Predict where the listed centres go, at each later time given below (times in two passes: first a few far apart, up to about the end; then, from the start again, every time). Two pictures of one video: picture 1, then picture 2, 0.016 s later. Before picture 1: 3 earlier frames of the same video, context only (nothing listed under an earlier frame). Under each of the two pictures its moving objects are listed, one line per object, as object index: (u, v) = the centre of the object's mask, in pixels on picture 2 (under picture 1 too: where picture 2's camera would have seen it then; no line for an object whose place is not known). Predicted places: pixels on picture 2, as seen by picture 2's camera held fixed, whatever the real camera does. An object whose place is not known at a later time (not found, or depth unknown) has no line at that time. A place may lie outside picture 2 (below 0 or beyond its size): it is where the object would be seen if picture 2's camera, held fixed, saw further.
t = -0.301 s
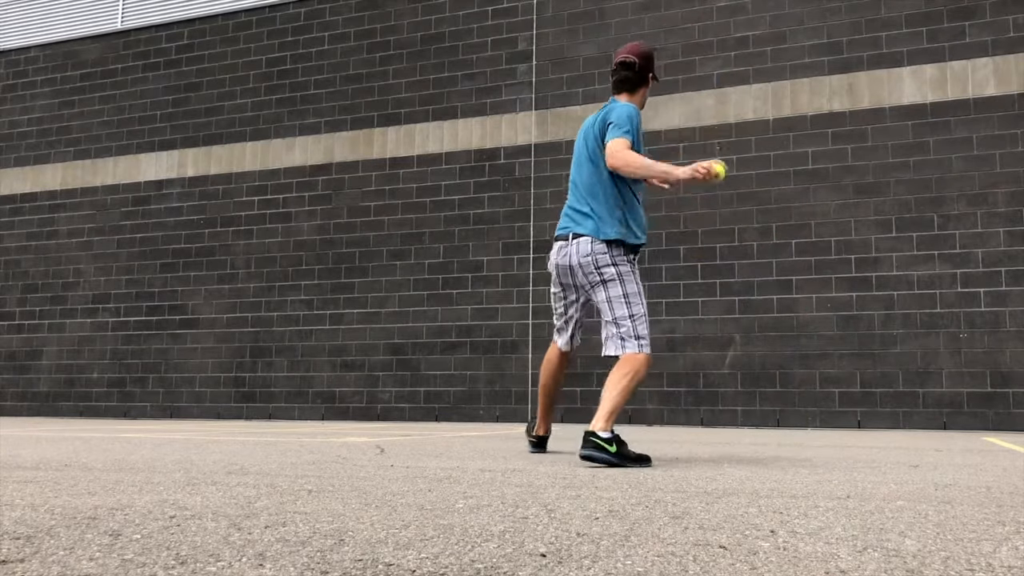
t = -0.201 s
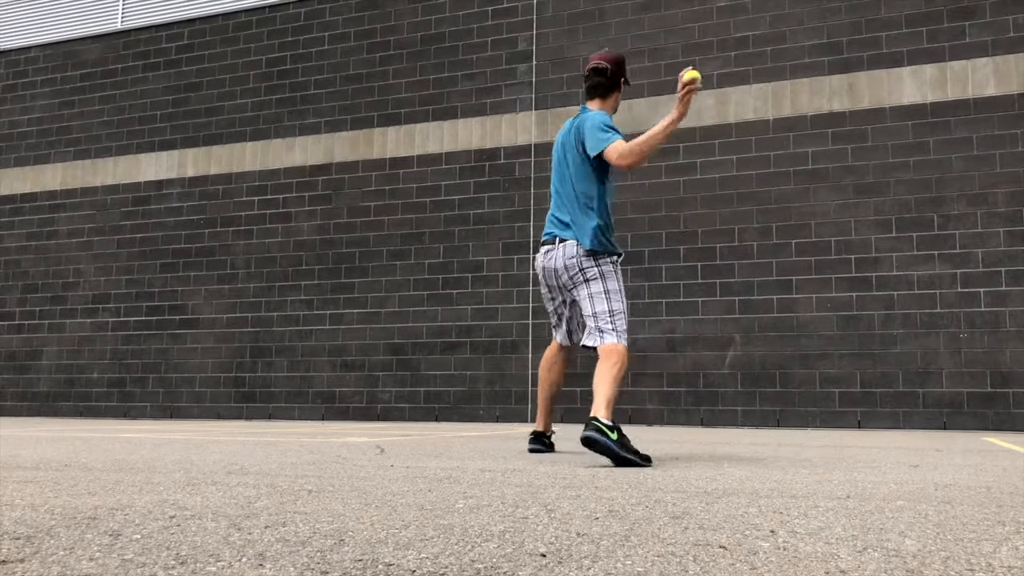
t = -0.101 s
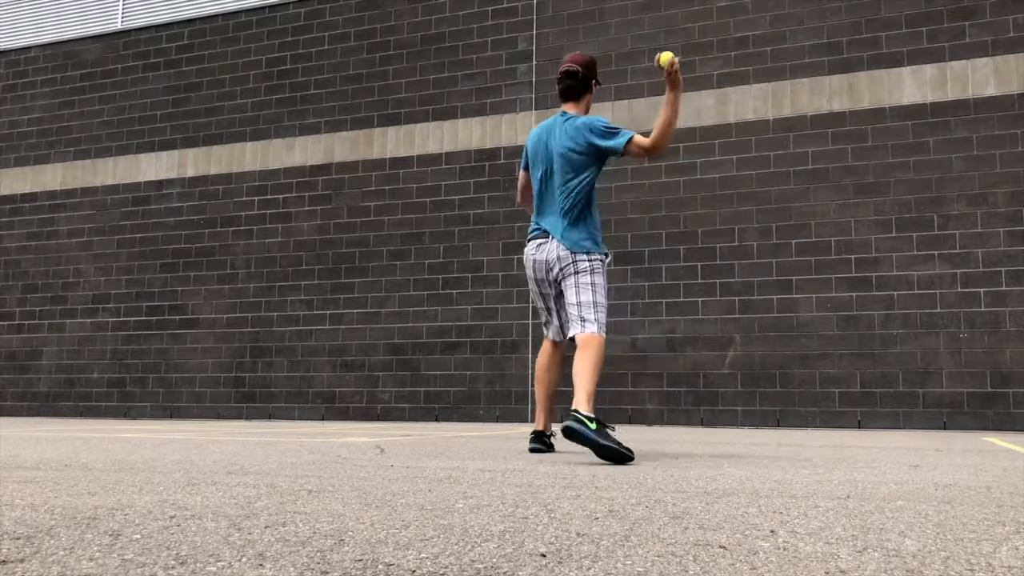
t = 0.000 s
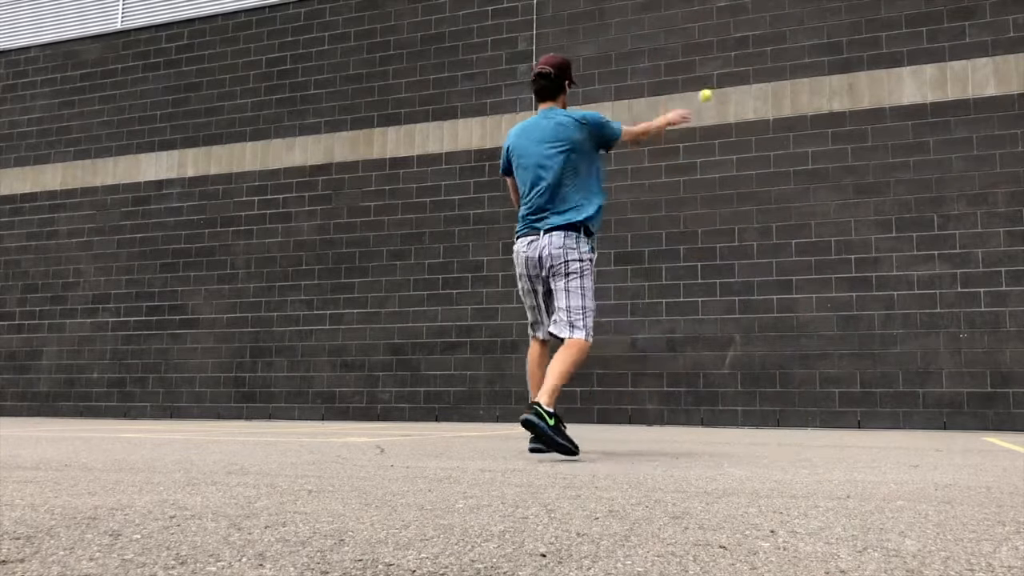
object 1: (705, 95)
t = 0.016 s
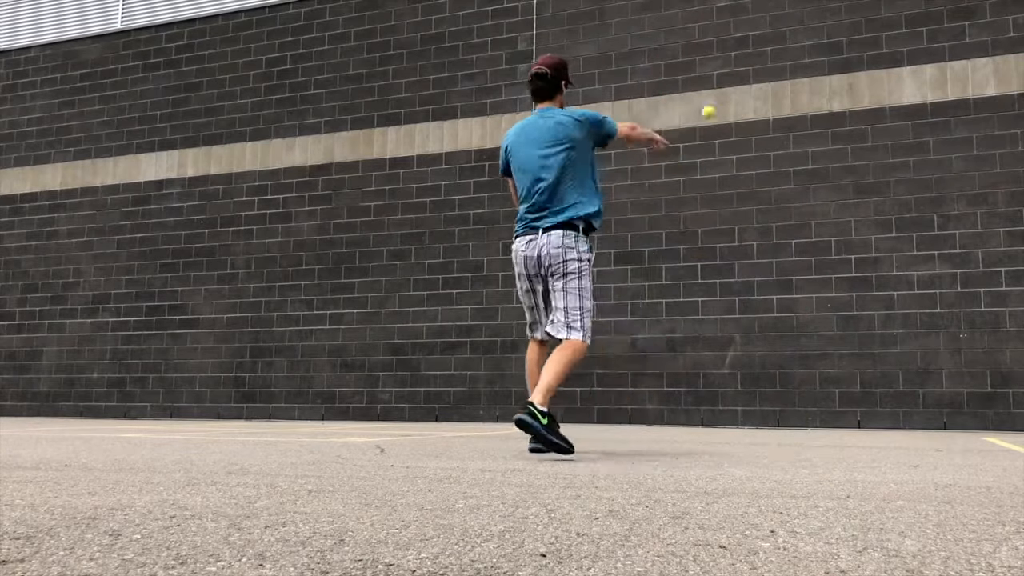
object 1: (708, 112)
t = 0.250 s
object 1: (731, 258)
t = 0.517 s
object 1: (699, 327)
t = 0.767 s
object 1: (622, 423)
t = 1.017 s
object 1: (557, 336)
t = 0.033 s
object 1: (710, 128)
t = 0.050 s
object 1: (712, 141)
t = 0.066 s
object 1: (715, 154)
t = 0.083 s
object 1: (716, 166)
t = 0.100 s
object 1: (718, 177)
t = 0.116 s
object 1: (720, 188)
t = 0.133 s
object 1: (722, 199)
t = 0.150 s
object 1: (723, 208)
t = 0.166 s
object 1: (724, 218)
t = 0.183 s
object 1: (727, 226)
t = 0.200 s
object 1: (728, 235)
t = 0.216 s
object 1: (729, 243)
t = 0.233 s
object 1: (730, 251)
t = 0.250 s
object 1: (731, 258)
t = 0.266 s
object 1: (733, 267)
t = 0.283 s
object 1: (734, 274)
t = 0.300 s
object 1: (735, 282)
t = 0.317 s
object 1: (736, 289)
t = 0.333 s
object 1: (737, 295)
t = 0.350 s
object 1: (738, 303)
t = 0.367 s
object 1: (735, 304)
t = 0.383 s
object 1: (731, 305)
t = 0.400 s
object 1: (727, 307)
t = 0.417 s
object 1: (723, 309)
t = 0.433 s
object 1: (720, 311)
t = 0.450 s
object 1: (715, 313)
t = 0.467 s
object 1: (711, 316)
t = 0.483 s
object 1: (707, 320)
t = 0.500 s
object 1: (703, 323)
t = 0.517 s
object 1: (699, 327)
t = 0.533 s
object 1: (694, 331)
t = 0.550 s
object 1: (689, 336)
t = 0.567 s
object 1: (685, 341)
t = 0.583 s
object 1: (680, 347)
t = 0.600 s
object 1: (676, 353)
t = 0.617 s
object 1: (670, 360)
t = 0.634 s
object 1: (665, 366)
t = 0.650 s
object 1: (660, 374)
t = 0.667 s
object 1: (654, 382)
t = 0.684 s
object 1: (649, 391)
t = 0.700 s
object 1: (643, 400)
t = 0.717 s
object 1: (637, 410)
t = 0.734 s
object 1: (632, 420)
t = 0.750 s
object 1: (626, 430)
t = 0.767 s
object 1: (622, 423)
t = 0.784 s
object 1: (618, 416)
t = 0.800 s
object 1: (614, 408)
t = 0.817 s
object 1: (610, 401)
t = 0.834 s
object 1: (606, 394)
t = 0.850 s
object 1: (601, 387)
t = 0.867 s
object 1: (598, 381)
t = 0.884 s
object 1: (594, 375)
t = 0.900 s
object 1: (589, 369)
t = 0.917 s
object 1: (584, 364)
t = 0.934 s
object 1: (580, 358)
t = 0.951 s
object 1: (576, 353)
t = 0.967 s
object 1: (571, 348)
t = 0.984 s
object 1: (566, 344)
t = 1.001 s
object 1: (562, 340)
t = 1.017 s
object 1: (557, 336)
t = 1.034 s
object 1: (552, 333)
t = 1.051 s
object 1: (547, 329)
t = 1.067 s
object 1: (542, 327)
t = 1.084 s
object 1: (537, 325)
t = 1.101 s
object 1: (531, 322)
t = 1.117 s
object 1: (526, 321)
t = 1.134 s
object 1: (520, 320)
